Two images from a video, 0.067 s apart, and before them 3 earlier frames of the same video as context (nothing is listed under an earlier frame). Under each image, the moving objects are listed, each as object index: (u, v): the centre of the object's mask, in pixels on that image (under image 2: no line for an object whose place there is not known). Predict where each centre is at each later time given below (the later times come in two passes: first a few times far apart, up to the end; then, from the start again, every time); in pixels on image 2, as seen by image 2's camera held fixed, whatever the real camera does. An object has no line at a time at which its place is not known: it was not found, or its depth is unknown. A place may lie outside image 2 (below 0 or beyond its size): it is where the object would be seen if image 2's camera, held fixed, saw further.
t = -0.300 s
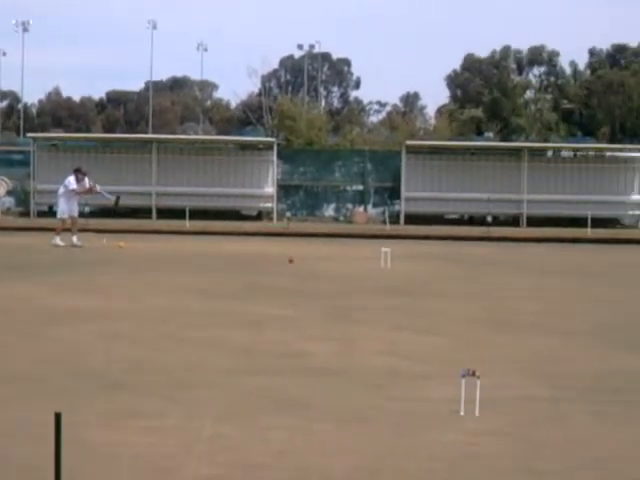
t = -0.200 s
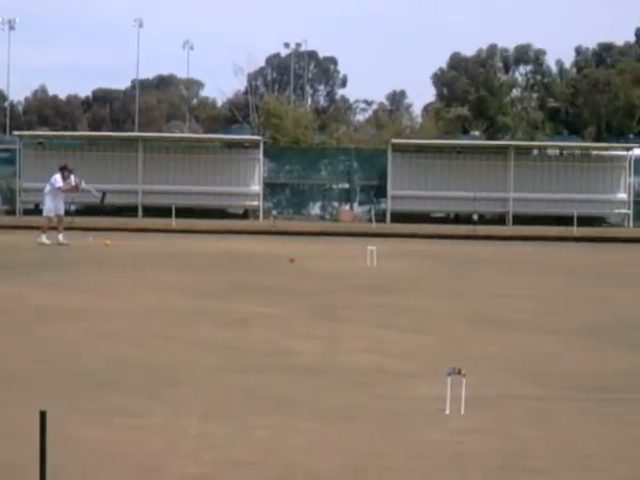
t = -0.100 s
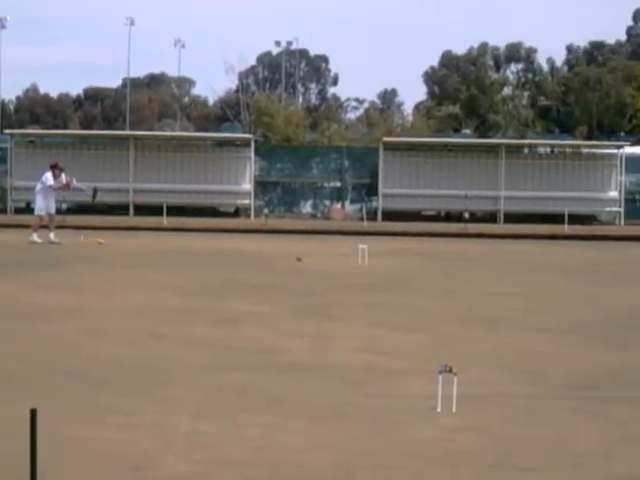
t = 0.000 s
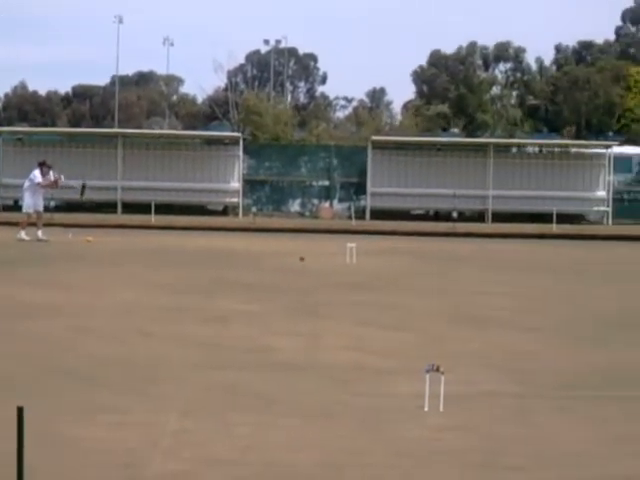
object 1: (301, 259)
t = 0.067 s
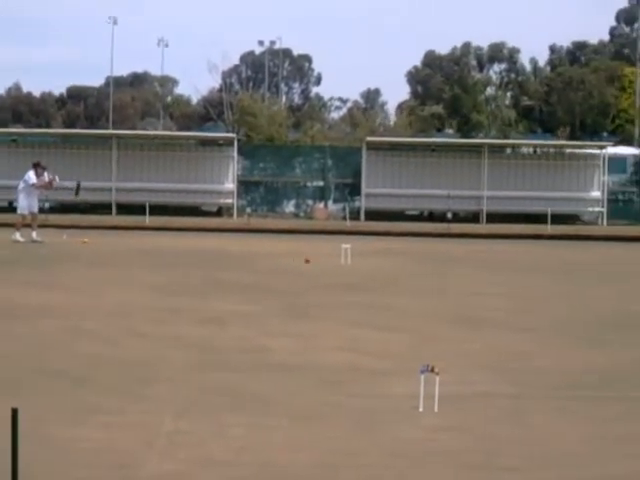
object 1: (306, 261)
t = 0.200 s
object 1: (327, 263)
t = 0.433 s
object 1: (364, 265)
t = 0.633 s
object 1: (394, 267)
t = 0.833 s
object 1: (426, 270)
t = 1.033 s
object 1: (458, 272)
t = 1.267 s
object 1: (493, 275)
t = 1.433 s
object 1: (520, 278)
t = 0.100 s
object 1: (312, 261)
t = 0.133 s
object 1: (317, 261)
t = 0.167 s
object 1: (322, 262)
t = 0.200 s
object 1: (327, 263)
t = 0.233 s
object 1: (332, 263)
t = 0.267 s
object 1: (337, 263)
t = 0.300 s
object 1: (343, 263)
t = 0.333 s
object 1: (348, 263)
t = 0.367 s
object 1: (353, 264)
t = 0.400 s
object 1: (359, 264)
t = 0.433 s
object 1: (364, 265)
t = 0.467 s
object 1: (369, 265)
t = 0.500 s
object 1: (374, 266)
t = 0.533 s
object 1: (378, 266)
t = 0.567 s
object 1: (384, 266)
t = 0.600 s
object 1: (389, 267)
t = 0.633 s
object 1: (394, 267)
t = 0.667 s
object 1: (399, 267)
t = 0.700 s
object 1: (404, 268)
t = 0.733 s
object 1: (410, 268)
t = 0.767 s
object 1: (416, 269)
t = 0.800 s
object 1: (420, 269)
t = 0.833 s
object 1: (426, 270)
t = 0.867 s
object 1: (431, 270)
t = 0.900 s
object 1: (436, 270)
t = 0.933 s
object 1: (441, 271)
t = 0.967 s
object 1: (447, 271)
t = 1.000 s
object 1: (452, 272)
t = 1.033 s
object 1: (458, 272)
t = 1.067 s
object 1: (462, 272)
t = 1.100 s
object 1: (468, 273)
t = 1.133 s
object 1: (473, 273)
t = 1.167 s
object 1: (478, 273)
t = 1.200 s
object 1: (483, 274)
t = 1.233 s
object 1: (488, 275)
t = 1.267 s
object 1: (493, 275)
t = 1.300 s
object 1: (499, 275)
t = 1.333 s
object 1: (504, 275)
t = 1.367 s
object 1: (510, 276)
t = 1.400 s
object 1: (515, 276)
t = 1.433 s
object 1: (520, 278)
